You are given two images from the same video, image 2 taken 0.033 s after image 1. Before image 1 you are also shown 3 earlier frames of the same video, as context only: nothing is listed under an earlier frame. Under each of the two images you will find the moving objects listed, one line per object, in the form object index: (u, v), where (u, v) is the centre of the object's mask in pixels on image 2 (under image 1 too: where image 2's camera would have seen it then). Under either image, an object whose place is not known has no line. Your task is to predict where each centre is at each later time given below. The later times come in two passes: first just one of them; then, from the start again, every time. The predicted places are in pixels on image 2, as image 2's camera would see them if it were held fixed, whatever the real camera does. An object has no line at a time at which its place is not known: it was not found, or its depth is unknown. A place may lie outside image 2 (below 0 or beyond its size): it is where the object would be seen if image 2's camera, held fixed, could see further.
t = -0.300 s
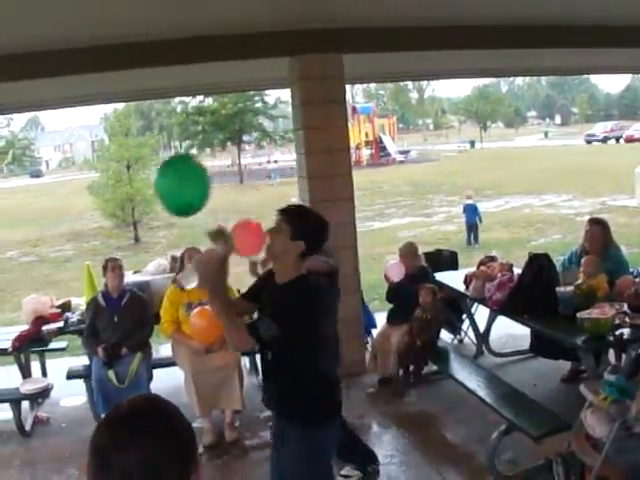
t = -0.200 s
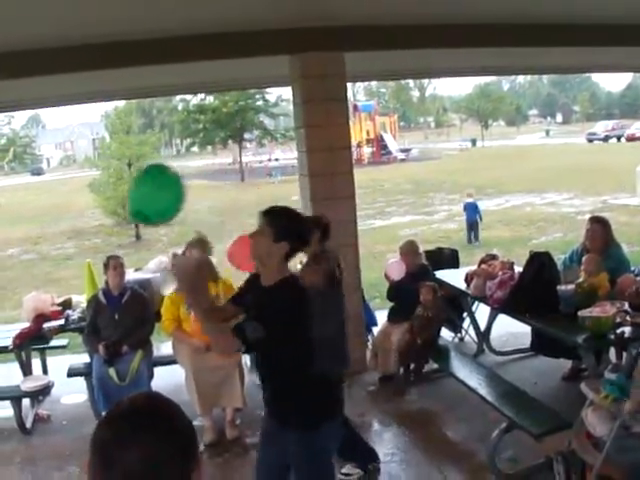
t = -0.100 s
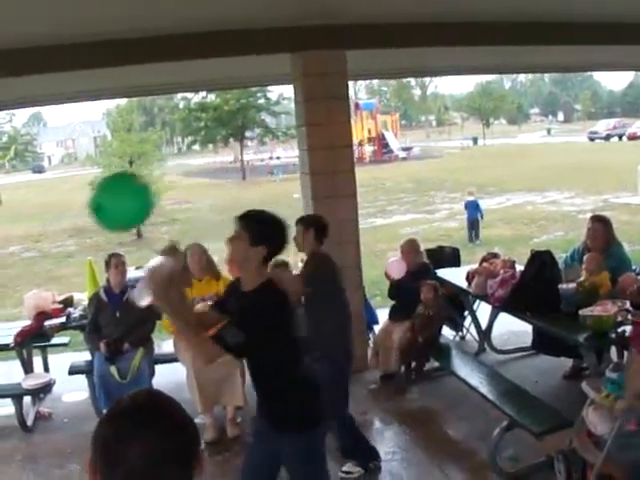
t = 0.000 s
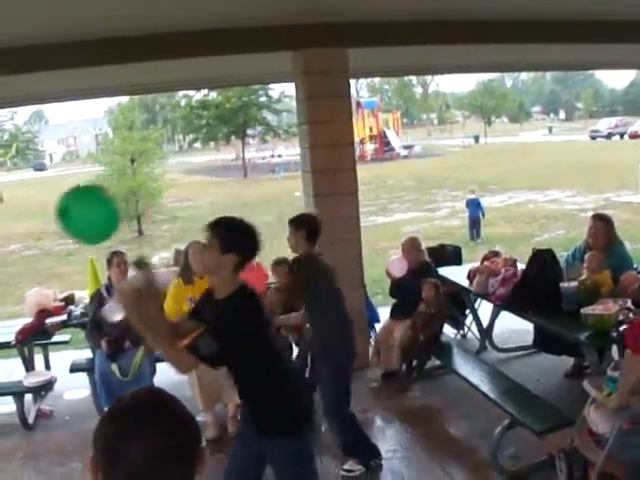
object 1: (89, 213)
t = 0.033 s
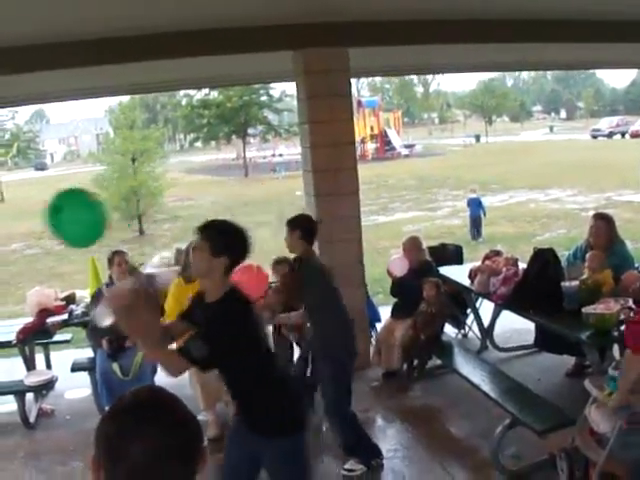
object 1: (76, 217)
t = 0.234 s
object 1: (-2, 234)
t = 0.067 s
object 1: (62, 219)
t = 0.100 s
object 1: (47, 221)
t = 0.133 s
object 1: (33, 224)
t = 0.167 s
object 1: (20, 227)
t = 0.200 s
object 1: (10, 231)
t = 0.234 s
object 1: (-2, 234)
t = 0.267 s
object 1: (-17, 239)
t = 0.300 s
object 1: (-33, 244)
